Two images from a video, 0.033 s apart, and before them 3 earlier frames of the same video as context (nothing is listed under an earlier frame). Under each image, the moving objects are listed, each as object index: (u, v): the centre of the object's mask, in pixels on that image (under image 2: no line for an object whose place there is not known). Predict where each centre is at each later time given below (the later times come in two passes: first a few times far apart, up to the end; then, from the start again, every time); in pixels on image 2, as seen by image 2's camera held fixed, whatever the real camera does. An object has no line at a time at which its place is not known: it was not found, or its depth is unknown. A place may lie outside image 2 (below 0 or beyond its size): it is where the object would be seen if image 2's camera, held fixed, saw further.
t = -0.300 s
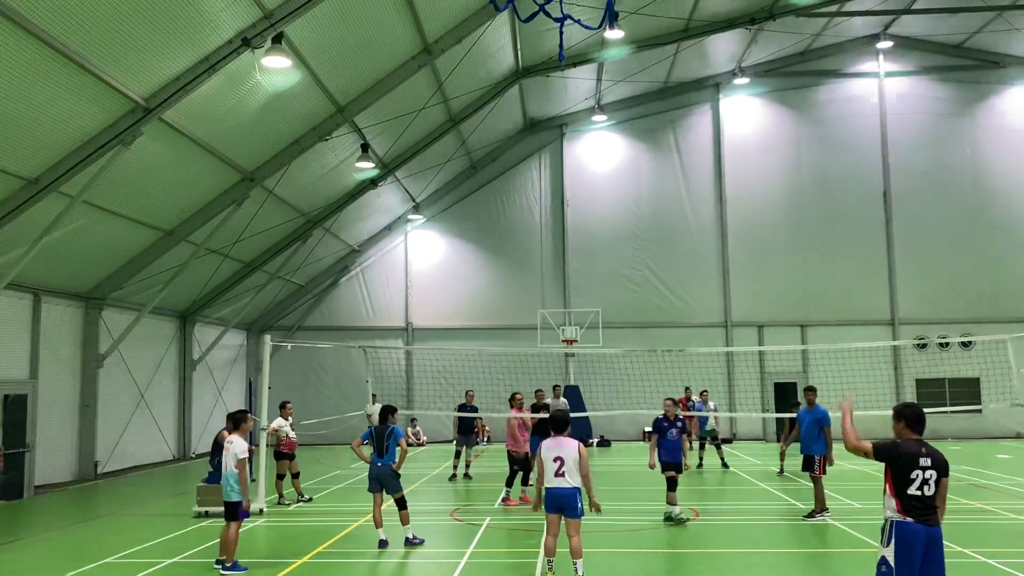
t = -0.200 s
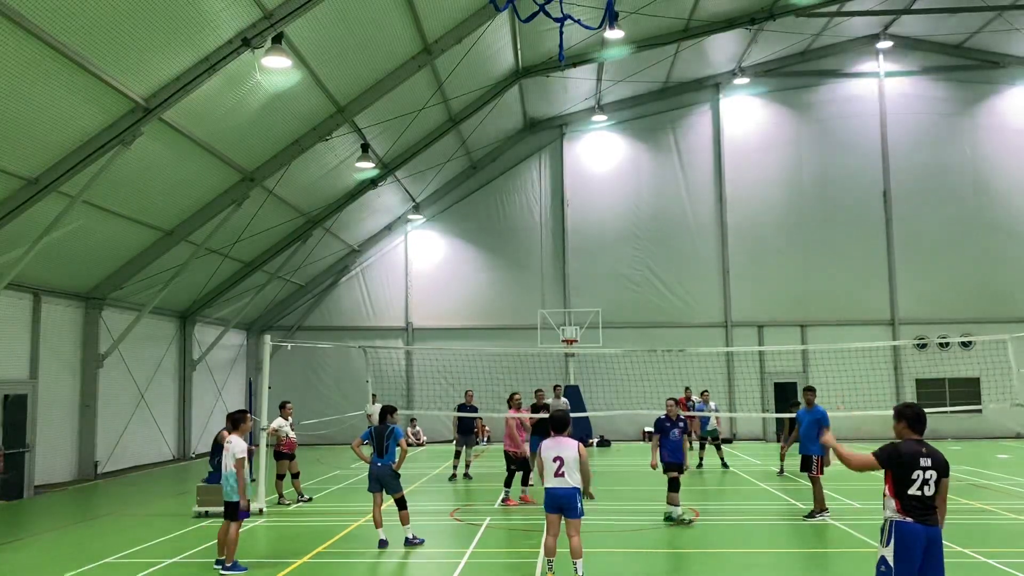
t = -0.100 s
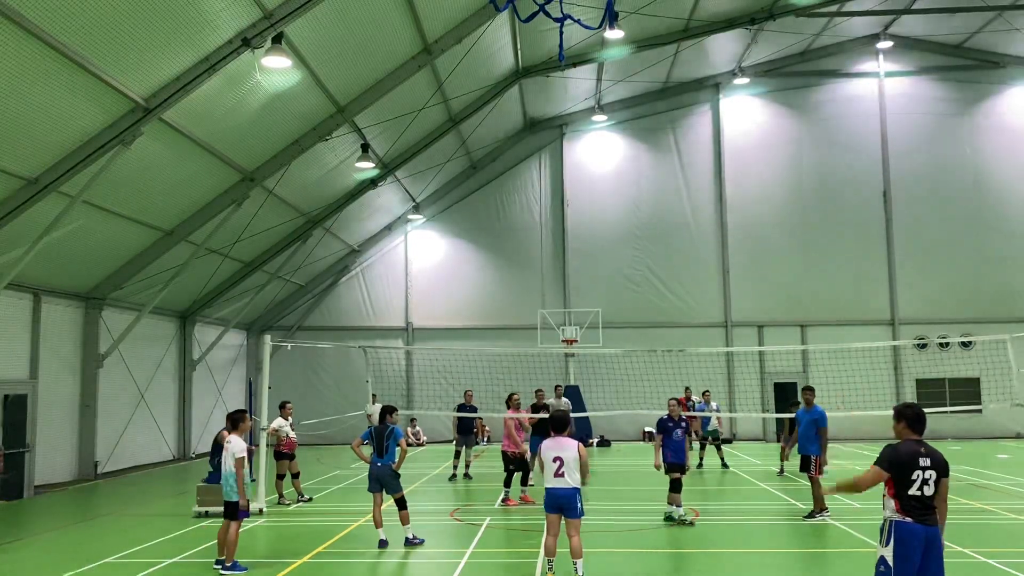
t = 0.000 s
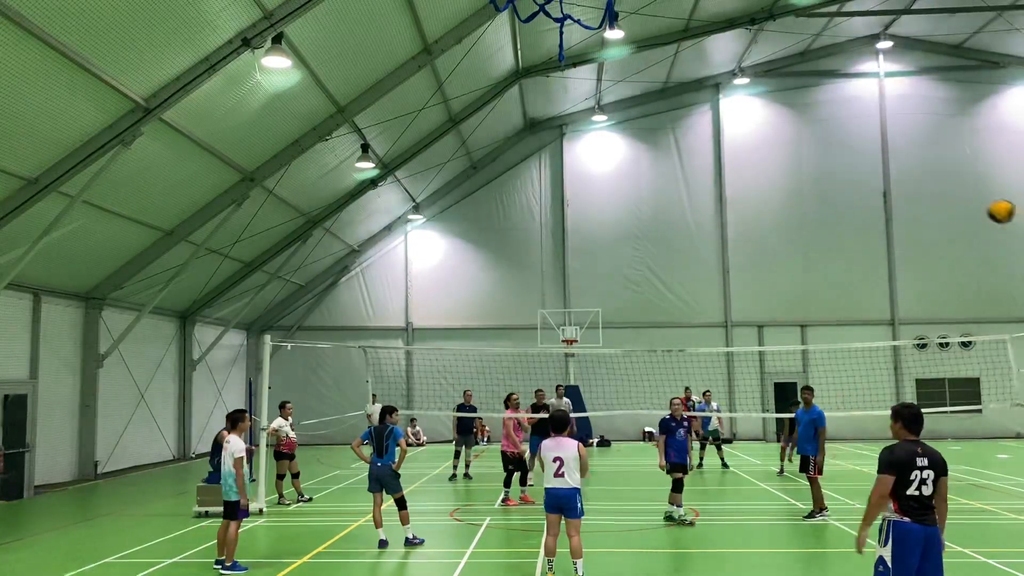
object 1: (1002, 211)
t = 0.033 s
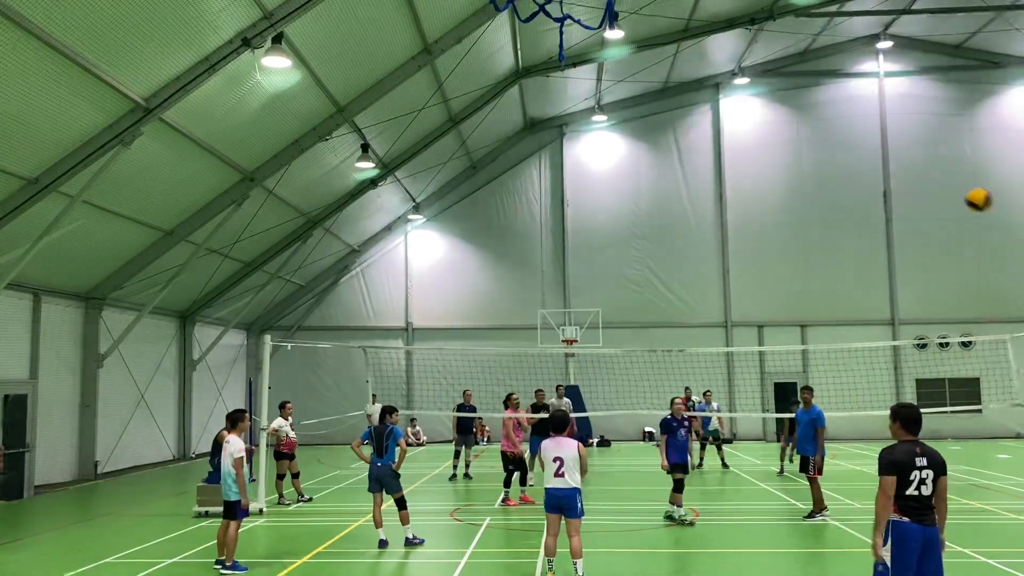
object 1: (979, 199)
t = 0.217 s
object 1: (885, 168)
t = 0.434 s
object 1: (816, 176)
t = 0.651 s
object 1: (768, 212)
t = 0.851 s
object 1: (737, 262)
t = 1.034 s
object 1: (718, 315)
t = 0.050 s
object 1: (969, 195)
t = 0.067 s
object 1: (958, 190)
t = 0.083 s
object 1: (949, 186)
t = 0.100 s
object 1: (940, 183)
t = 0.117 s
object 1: (931, 179)
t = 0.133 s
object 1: (922, 177)
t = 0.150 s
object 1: (914, 175)
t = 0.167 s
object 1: (906, 173)
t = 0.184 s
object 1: (899, 171)
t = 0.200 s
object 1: (892, 170)
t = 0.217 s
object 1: (885, 168)
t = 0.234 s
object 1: (880, 168)
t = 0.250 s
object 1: (873, 167)
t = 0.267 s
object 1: (866, 167)
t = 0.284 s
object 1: (861, 167)
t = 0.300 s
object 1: (855, 167)
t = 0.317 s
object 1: (850, 168)
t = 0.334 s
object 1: (844, 168)
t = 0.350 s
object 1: (839, 169)
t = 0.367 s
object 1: (834, 170)
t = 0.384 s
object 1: (829, 171)
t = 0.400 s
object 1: (825, 172)
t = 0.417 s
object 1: (821, 174)
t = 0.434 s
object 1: (816, 176)
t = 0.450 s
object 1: (812, 178)
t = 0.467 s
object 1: (807, 180)
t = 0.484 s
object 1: (803, 182)
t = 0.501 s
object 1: (799, 184)
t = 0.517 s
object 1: (795, 187)
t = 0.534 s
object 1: (792, 189)
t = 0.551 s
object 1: (788, 192)
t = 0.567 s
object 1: (784, 195)
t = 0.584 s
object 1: (781, 198)
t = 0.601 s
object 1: (778, 201)
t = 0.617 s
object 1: (774, 205)
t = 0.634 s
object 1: (771, 208)
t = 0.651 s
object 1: (768, 212)
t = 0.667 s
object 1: (765, 216)
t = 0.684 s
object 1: (761, 219)
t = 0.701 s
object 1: (759, 223)
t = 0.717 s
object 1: (756, 227)
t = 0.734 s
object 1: (753, 231)
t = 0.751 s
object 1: (751, 235)
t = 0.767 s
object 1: (748, 239)
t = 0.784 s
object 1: (746, 243)
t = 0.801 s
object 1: (743, 247)
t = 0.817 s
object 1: (741, 252)
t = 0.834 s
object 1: (739, 256)
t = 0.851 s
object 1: (737, 262)
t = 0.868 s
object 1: (734, 266)
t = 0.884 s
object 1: (732, 271)
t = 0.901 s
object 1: (731, 275)
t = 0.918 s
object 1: (729, 280)
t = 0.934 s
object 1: (727, 284)
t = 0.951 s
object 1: (725, 289)
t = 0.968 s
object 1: (723, 295)
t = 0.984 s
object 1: (722, 300)
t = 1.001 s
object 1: (721, 305)
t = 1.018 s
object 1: (719, 310)
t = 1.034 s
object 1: (718, 315)
